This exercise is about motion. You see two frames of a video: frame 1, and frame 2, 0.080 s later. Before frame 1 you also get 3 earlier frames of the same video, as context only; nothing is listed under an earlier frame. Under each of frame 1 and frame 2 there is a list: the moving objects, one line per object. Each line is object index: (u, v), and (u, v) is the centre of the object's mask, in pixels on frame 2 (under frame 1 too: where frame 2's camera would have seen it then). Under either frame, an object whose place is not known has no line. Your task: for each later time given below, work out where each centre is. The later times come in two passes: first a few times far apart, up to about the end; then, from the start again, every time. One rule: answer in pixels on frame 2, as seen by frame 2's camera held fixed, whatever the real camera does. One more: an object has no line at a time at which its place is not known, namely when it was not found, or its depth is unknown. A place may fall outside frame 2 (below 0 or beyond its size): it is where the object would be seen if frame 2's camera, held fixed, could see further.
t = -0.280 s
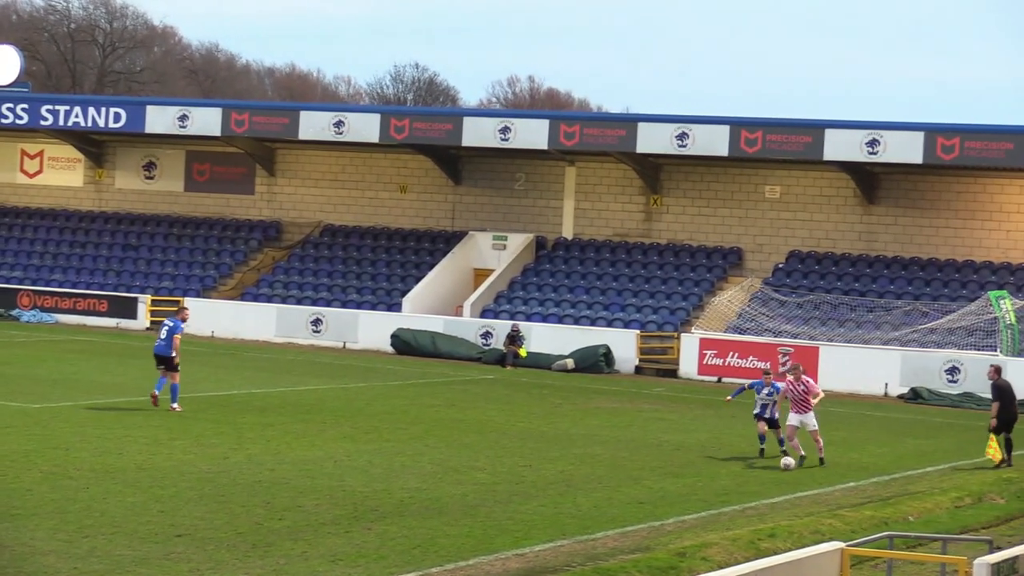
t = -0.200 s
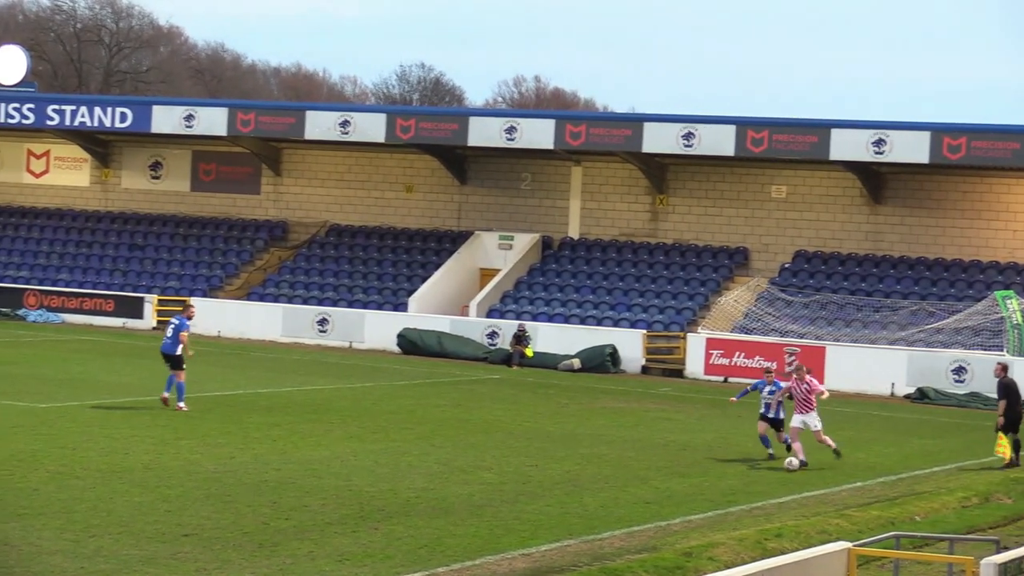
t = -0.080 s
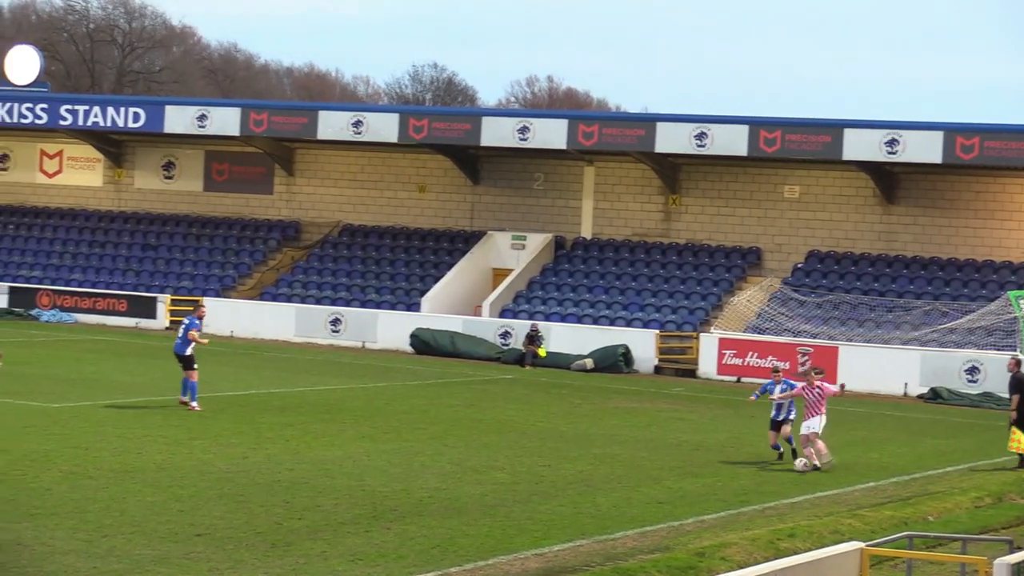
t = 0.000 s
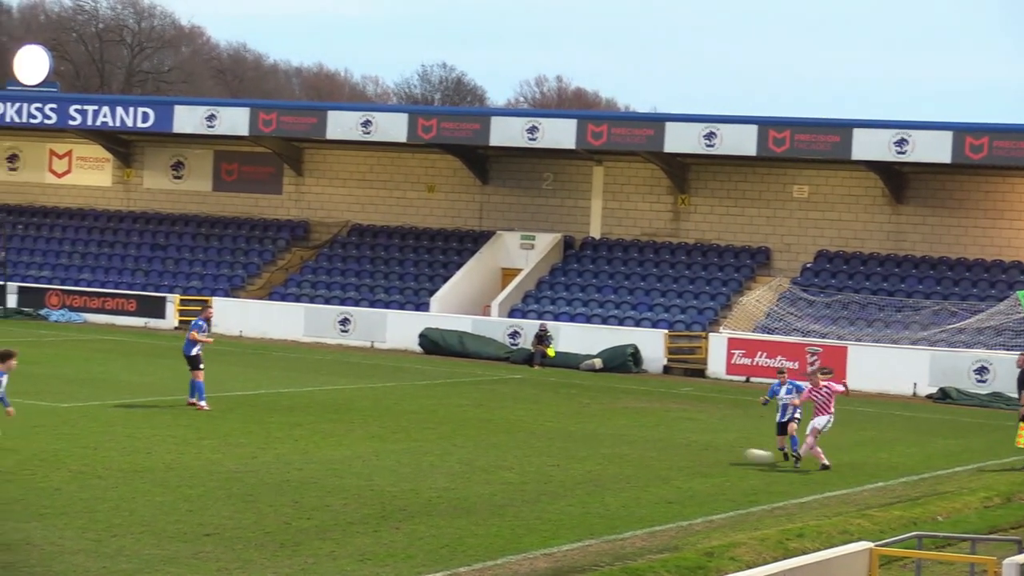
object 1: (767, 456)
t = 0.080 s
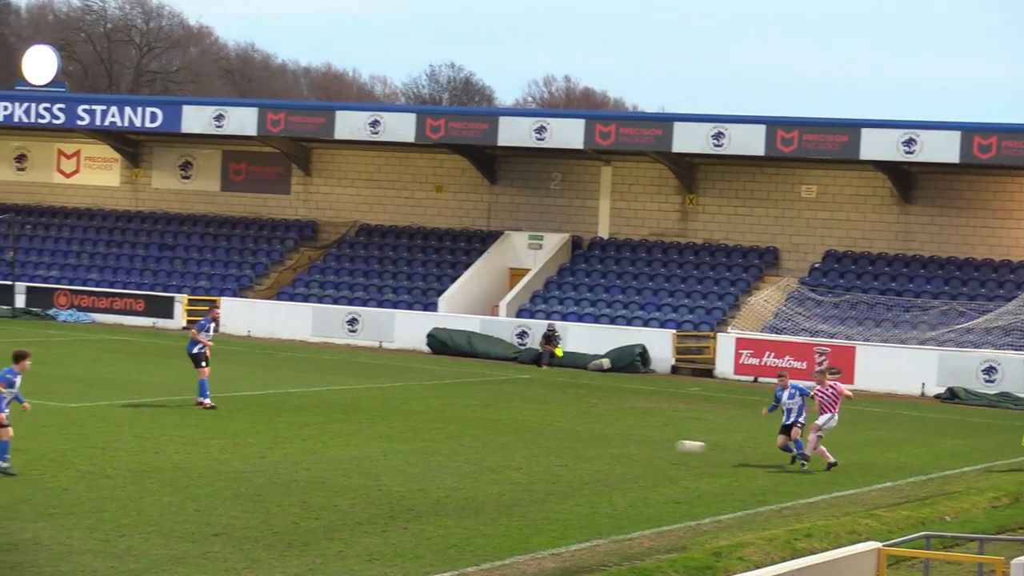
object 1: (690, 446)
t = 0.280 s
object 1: (504, 445)
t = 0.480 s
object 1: (341, 431)
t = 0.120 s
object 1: (652, 444)
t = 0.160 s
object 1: (616, 442)
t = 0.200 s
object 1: (577, 443)
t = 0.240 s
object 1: (540, 444)
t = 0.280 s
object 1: (504, 445)
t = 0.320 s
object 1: (471, 440)
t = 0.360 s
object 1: (438, 436)
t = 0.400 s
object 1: (405, 433)
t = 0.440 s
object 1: (373, 431)
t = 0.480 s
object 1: (341, 431)
